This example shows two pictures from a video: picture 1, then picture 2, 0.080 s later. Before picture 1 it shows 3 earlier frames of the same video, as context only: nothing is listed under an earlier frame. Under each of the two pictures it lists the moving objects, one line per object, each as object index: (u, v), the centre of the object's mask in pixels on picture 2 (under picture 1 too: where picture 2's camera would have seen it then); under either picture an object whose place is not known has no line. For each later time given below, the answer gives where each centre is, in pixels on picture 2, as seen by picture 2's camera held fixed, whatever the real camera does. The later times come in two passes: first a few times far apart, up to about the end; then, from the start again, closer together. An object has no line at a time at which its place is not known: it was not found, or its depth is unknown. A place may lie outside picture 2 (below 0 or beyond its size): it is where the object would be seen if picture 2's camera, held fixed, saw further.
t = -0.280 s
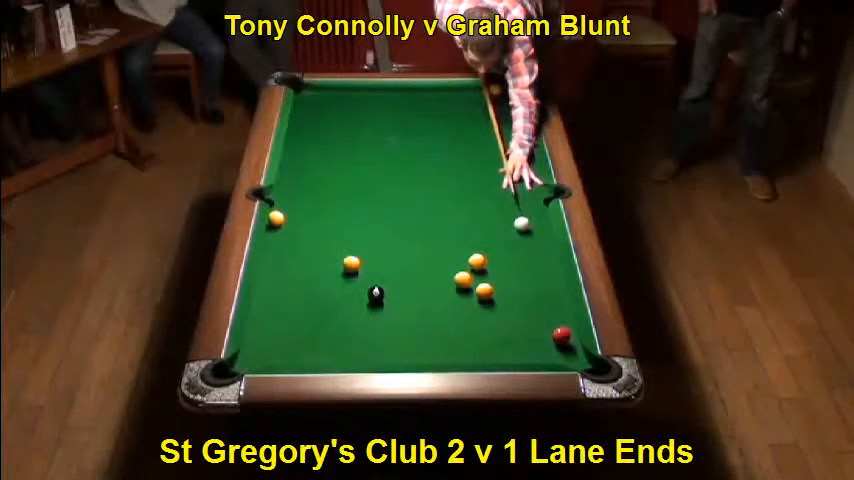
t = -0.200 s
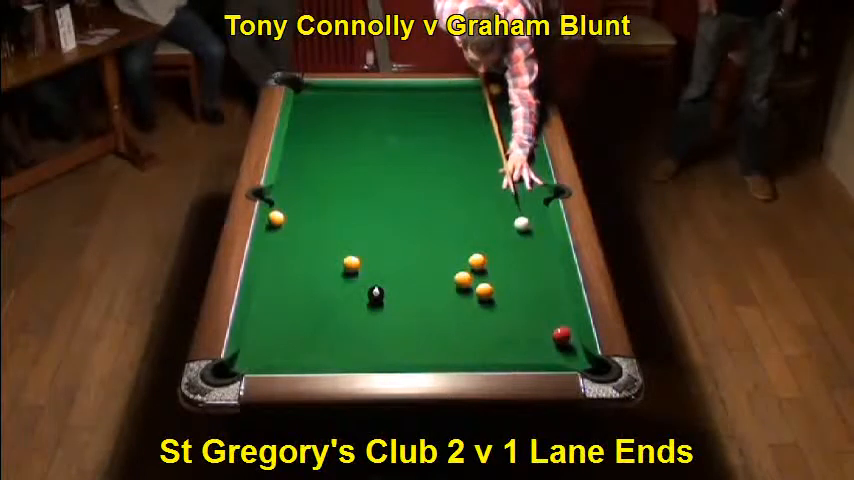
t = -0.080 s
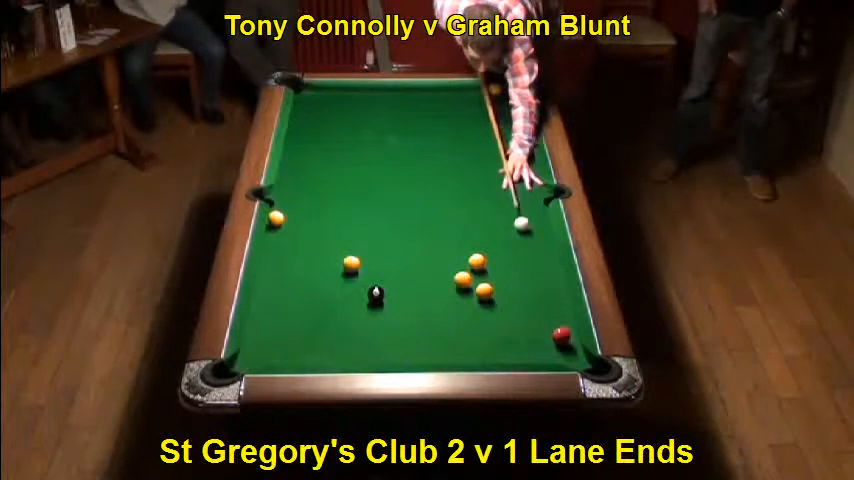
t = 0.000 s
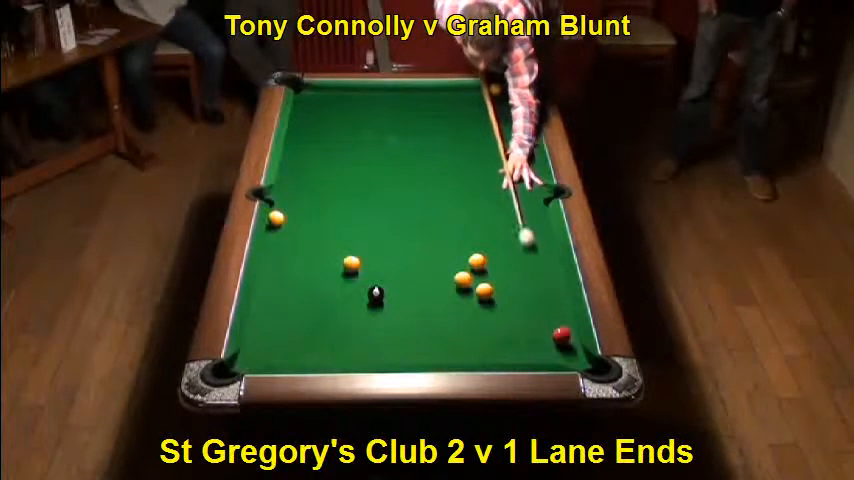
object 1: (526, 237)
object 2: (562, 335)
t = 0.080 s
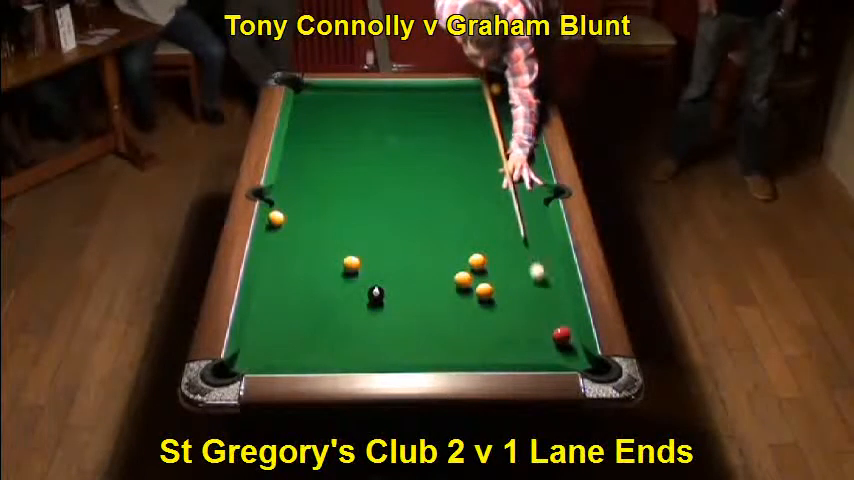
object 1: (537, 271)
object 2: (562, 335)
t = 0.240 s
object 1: (548, 325)
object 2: (572, 351)
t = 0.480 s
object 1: (526, 341)
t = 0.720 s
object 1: (505, 356)
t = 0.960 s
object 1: (480, 347)
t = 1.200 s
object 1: (457, 337)
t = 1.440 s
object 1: (437, 329)
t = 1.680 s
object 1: (419, 322)
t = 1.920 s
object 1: (404, 316)
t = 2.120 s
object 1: (392, 312)
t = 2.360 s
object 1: (381, 309)
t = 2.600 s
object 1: (371, 306)
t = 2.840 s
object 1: (364, 304)
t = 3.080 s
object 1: (359, 303)
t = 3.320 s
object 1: (357, 302)
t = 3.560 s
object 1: (357, 302)
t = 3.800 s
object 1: (357, 302)
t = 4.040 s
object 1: (357, 302)
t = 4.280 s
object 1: (357, 302)
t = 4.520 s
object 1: (357, 302)
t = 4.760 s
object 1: (357, 301)
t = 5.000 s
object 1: (357, 301)
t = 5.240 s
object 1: (357, 301)
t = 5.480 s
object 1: (357, 301)
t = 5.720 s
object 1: (357, 301)
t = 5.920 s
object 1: (357, 301)
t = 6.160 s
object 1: (357, 301)
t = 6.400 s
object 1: (357, 301)
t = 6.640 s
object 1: (358, 301)
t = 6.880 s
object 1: (358, 301)
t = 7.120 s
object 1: (358, 301)
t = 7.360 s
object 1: (358, 301)
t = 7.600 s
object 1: (357, 301)
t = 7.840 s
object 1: (358, 301)
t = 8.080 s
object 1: (357, 301)
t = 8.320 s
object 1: (357, 301)
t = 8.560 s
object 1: (357, 301)
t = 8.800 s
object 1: (357, 301)
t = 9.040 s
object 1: (357, 301)
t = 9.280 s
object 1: (357, 301)
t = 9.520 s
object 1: (357, 301)
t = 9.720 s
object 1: (358, 301)
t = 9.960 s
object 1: (358, 301)
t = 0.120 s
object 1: (543, 289)
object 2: (562, 335)
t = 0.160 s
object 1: (549, 307)
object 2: (562, 336)
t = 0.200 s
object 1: (552, 322)
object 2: (562, 336)
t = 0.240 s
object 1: (548, 325)
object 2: (572, 351)
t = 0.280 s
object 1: (543, 326)
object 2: (582, 362)
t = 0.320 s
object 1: (540, 329)
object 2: (597, 369)
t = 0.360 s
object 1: (535, 331)
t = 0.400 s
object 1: (532, 334)
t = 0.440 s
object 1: (529, 337)
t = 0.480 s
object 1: (526, 341)
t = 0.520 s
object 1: (523, 345)
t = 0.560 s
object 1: (519, 348)
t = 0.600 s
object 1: (516, 351)
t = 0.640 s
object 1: (512, 353)
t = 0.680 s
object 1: (509, 357)
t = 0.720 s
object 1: (505, 356)
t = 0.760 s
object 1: (501, 354)
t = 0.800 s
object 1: (497, 353)
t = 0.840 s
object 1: (492, 351)
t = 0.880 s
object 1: (488, 351)
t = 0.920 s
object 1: (484, 349)
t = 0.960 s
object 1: (480, 347)
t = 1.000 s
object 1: (476, 345)
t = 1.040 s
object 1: (472, 344)
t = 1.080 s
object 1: (468, 342)
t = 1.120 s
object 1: (465, 340)
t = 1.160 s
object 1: (461, 339)
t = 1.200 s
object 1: (457, 337)
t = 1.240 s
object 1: (455, 335)
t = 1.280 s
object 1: (451, 334)
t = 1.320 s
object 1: (447, 333)
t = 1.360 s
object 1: (444, 331)
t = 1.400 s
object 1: (440, 330)
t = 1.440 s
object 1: (437, 329)
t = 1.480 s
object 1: (434, 328)
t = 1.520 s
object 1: (431, 326)
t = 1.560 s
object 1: (428, 325)
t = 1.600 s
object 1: (425, 324)
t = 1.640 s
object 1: (422, 323)
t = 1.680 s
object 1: (419, 322)
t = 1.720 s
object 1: (416, 321)
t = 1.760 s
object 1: (413, 320)
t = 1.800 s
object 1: (411, 319)
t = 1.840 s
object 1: (408, 318)
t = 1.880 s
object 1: (406, 317)
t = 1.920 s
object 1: (404, 316)
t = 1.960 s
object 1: (401, 315)
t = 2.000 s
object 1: (398, 315)
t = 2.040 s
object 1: (396, 314)
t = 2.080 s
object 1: (394, 313)
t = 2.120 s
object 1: (392, 312)
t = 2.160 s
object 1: (390, 312)
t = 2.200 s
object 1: (388, 311)
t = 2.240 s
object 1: (386, 311)
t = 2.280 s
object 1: (384, 310)
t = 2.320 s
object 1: (382, 309)
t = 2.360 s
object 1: (381, 309)
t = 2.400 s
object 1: (379, 308)
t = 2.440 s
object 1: (377, 308)
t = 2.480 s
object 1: (375, 308)
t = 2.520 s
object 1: (374, 307)
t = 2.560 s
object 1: (373, 306)
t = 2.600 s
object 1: (371, 306)
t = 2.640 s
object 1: (370, 305)
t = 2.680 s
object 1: (368, 305)
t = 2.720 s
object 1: (367, 305)
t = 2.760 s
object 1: (366, 304)
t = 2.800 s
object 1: (365, 304)
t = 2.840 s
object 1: (364, 304)
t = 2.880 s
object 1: (363, 304)
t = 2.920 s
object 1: (362, 304)
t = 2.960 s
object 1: (361, 303)
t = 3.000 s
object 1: (361, 303)
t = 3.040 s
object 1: (360, 303)
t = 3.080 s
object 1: (359, 303)
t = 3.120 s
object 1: (358, 302)
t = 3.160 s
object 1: (358, 302)
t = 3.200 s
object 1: (358, 302)
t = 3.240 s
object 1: (358, 302)
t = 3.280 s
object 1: (357, 302)
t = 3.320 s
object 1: (357, 302)
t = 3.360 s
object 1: (357, 302)
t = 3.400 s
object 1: (357, 302)
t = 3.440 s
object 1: (357, 302)
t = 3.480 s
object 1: (357, 302)
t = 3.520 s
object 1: (357, 302)
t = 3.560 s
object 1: (357, 302)
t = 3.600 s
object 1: (357, 302)
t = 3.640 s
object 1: (357, 302)
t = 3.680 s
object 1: (357, 302)
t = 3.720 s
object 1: (357, 302)
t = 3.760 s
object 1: (357, 302)
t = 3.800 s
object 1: (357, 302)
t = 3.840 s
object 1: (357, 302)
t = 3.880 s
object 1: (357, 302)
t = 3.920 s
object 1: (357, 302)
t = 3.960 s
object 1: (357, 302)
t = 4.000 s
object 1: (357, 302)
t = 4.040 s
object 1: (357, 302)
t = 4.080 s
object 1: (357, 302)
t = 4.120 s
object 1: (357, 302)
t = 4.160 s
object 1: (357, 302)
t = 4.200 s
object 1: (357, 302)
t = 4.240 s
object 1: (357, 302)
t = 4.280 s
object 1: (357, 302)
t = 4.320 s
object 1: (357, 302)
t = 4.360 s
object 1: (357, 302)
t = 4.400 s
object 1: (357, 302)
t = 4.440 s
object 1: (357, 302)
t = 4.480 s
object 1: (357, 302)
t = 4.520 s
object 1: (357, 302)
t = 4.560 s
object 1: (357, 302)
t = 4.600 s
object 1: (357, 302)
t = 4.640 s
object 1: (357, 302)
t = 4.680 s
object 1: (357, 302)
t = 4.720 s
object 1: (357, 301)
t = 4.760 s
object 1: (357, 301)
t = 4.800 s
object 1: (357, 301)
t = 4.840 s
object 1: (357, 301)
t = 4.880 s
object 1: (357, 301)
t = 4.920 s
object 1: (357, 301)
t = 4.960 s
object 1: (357, 301)
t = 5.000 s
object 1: (357, 301)
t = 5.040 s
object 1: (357, 301)
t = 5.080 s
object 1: (357, 301)
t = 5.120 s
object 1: (357, 301)
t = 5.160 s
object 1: (357, 301)
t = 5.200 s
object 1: (357, 301)
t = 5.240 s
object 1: (357, 301)
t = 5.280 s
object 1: (357, 301)
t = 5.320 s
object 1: (357, 301)
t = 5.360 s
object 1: (357, 301)
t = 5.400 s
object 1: (357, 301)
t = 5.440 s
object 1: (357, 301)
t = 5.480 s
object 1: (357, 301)
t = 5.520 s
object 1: (357, 301)
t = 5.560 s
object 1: (357, 301)
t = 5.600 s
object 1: (357, 301)
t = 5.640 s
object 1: (357, 301)
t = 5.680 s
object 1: (357, 301)
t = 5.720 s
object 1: (357, 301)
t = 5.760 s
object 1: (357, 301)
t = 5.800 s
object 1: (357, 301)
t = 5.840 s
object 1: (357, 301)
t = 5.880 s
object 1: (357, 301)
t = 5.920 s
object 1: (357, 301)
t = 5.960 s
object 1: (357, 301)
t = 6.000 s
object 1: (357, 301)
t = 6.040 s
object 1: (357, 301)
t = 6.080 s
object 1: (357, 301)
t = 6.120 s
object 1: (357, 301)
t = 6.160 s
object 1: (357, 301)
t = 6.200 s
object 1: (357, 301)
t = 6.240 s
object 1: (357, 301)
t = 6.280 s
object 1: (357, 301)
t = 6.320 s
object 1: (357, 301)
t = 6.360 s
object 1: (357, 301)
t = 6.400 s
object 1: (357, 301)
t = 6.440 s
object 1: (358, 301)
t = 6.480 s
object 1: (358, 301)
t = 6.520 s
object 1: (358, 301)
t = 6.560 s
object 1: (358, 301)
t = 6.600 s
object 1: (358, 301)
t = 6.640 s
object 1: (358, 301)
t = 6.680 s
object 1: (358, 301)
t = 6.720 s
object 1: (358, 301)
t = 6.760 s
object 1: (358, 301)
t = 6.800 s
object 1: (358, 301)
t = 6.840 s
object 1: (358, 301)
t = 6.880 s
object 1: (358, 301)
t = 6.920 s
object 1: (358, 301)
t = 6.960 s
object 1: (358, 301)
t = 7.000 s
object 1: (358, 301)
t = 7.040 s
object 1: (358, 301)
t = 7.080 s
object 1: (358, 301)
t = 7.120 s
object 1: (358, 301)
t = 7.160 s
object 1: (358, 301)
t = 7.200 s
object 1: (358, 301)
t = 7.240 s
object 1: (358, 301)
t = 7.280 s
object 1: (358, 301)
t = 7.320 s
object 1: (358, 301)
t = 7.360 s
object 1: (358, 301)
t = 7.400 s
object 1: (357, 301)
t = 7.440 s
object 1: (357, 301)
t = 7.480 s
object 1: (358, 301)
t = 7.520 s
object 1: (358, 301)
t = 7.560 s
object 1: (358, 301)
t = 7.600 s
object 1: (357, 301)
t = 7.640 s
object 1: (358, 301)
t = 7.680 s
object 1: (358, 301)
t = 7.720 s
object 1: (358, 301)
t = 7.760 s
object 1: (358, 301)
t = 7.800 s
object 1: (358, 301)
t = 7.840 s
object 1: (358, 301)
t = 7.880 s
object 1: (357, 301)
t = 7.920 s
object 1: (358, 301)
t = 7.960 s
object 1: (357, 301)
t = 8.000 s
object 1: (357, 301)
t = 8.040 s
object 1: (358, 301)
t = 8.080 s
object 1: (357, 301)
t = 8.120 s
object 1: (357, 301)
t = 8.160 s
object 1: (357, 301)
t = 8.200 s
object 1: (357, 301)
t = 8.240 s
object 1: (357, 301)
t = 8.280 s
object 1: (357, 301)
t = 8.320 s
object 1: (357, 301)
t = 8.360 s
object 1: (357, 301)
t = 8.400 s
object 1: (357, 301)
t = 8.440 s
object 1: (357, 301)
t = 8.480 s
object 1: (357, 301)
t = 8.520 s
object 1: (357, 301)
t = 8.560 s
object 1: (357, 301)
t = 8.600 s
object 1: (357, 301)
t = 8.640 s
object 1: (357, 301)
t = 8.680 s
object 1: (357, 301)
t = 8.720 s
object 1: (357, 301)
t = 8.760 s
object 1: (357, 301)
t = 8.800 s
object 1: (357, 301)
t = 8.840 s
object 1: (357, 301)
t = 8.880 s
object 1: (357, 301)
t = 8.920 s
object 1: (357, 301)
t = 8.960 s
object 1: (357, 301)
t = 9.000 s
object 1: (357, 301)
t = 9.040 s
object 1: (357, 301)
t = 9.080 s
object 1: (357, 301)
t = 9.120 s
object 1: (357, 301)
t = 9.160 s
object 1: (357, 301)
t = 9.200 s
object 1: (357, 301)
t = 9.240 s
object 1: (357, 301)
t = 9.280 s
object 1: (357, 301)
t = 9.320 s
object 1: (357, 301)
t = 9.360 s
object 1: (357, 301)
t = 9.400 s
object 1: (357, 301)
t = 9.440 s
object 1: (357, 301)
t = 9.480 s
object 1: (357, 301)
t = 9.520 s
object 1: (357, 301)
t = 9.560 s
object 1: (358, 301)
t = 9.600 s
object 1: (358, 301)
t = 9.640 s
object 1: (358, 301)
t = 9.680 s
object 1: (358, 301)
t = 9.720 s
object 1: (358, 301)
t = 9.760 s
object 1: (358, 301)
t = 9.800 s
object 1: (358, 301)
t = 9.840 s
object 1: (358, 301)
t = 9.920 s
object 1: (358, 301)
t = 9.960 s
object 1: (358, 301)
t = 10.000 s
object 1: (358, 301)
